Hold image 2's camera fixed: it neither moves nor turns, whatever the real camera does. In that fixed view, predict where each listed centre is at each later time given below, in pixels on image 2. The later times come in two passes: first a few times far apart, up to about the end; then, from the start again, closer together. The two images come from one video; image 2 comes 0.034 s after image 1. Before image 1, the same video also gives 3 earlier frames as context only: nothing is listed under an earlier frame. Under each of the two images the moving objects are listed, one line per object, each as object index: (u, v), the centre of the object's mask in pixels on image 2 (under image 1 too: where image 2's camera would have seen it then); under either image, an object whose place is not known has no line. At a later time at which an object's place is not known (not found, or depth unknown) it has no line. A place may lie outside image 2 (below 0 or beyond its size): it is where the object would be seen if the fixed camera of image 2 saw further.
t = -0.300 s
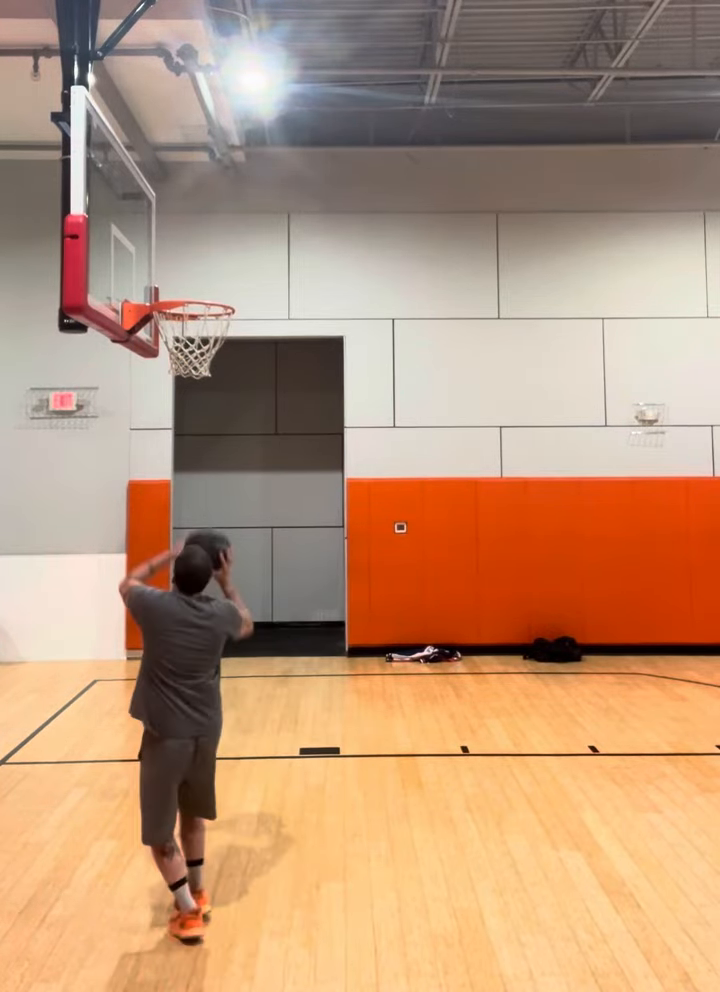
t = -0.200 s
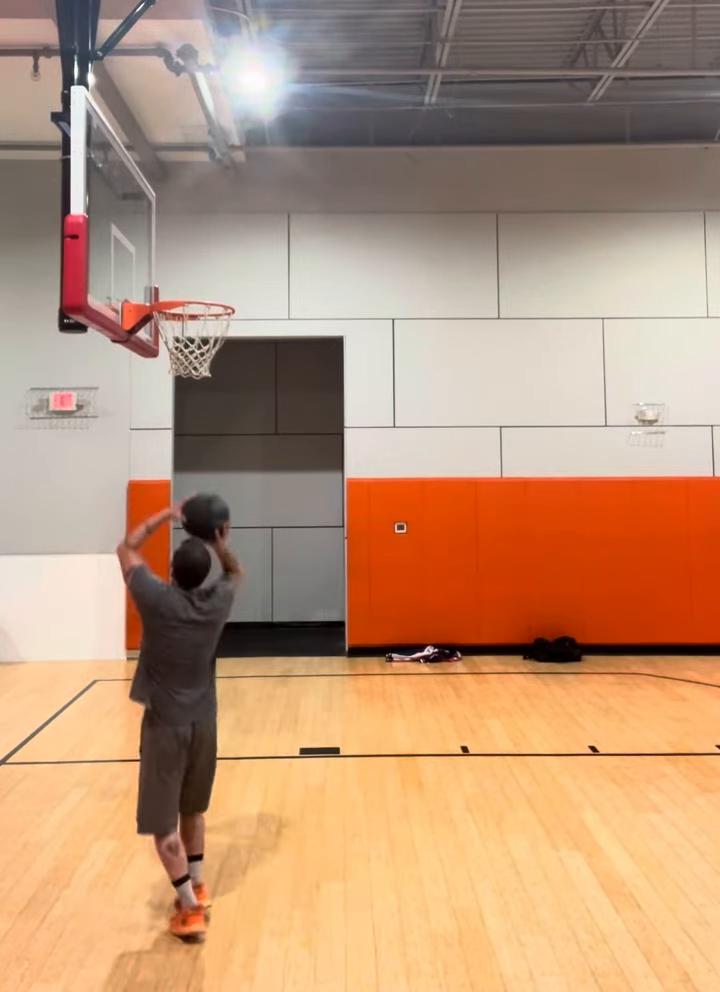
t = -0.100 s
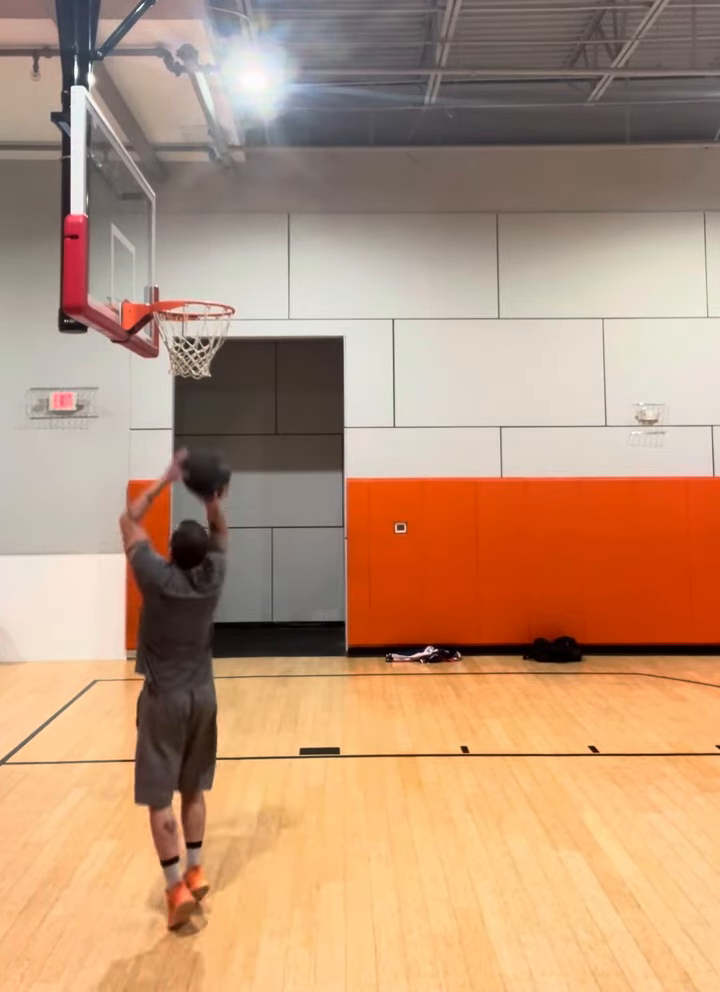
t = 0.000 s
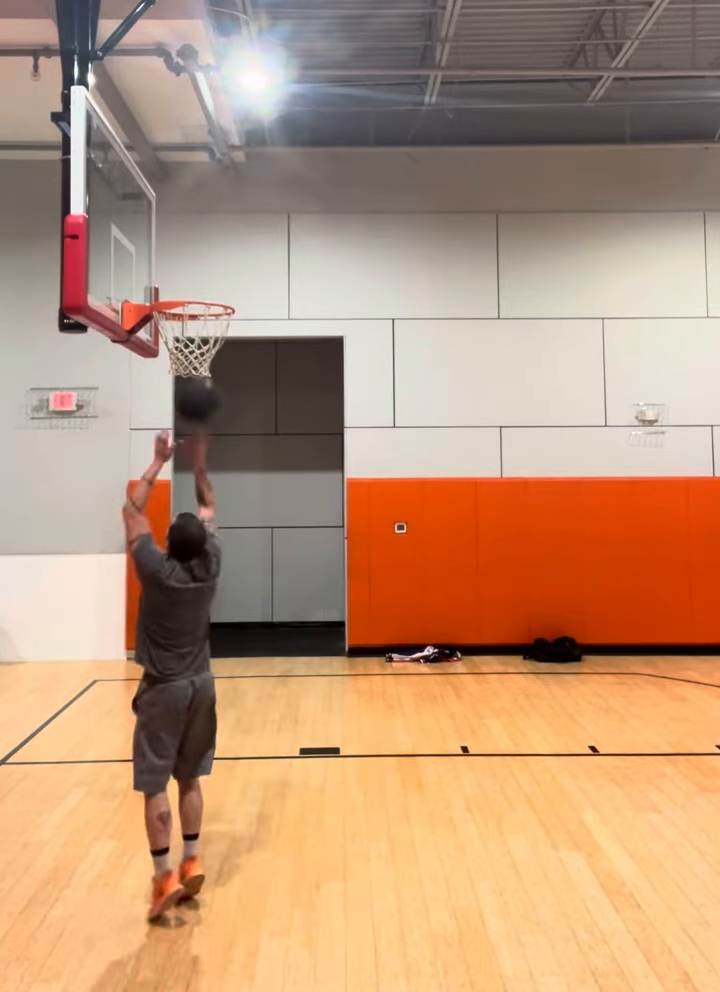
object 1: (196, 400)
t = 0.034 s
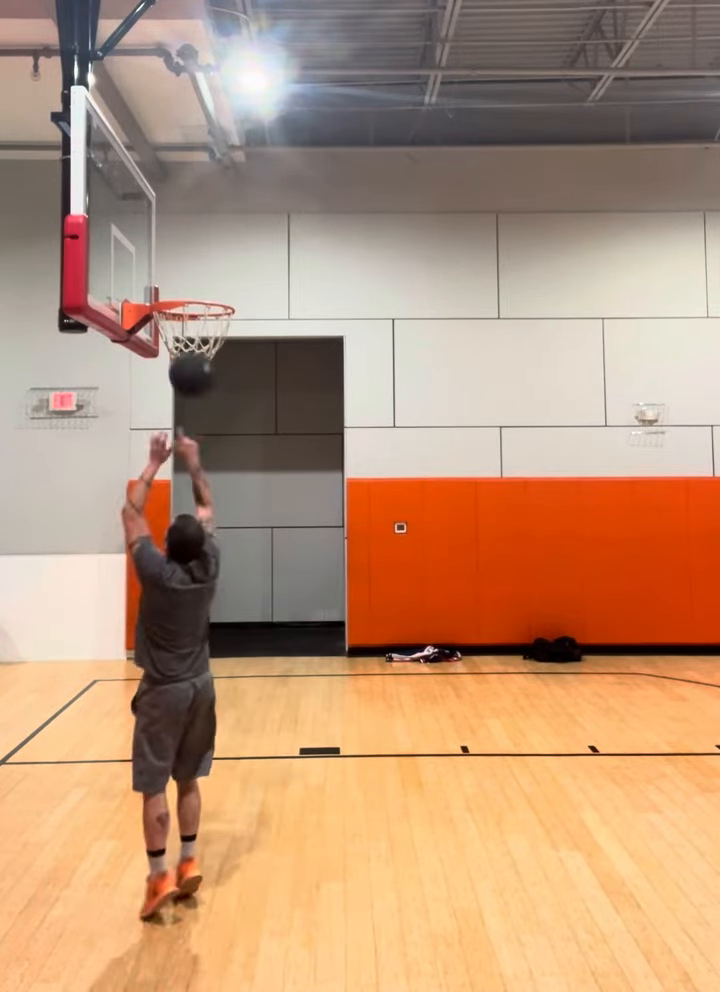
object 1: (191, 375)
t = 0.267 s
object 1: (155, 264)
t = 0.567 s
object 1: (168, 284)
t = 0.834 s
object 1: (208, 386)
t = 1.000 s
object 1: (221, 466)
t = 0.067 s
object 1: (186, 351)
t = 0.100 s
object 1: (181, 330)
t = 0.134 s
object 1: (176, 312)
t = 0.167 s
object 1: (171, 296)
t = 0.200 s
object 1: (166, 283)
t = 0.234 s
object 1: (160, 272)
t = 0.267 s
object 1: (155, 264)
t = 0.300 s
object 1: (151, 257)
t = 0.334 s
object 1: (146, 252)
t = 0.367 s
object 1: (141, 249)
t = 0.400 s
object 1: (139, 249)
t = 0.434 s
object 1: (144, 253)
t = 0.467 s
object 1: (150, 259)
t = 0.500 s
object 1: (156, 265)
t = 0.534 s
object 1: (162, 274)
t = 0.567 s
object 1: (168, 284)
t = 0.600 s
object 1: (175, 298)
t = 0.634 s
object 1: (181, 314)
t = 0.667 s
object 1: (187, 328)
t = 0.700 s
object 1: (192, 336)
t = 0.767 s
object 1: (200, 372)
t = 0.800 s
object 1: (206, 379)
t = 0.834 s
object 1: (208, 386)
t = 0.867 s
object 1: (210, 400)
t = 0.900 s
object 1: (213, 411)
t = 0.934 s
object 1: (215, 427)
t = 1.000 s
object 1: (221, 466)
